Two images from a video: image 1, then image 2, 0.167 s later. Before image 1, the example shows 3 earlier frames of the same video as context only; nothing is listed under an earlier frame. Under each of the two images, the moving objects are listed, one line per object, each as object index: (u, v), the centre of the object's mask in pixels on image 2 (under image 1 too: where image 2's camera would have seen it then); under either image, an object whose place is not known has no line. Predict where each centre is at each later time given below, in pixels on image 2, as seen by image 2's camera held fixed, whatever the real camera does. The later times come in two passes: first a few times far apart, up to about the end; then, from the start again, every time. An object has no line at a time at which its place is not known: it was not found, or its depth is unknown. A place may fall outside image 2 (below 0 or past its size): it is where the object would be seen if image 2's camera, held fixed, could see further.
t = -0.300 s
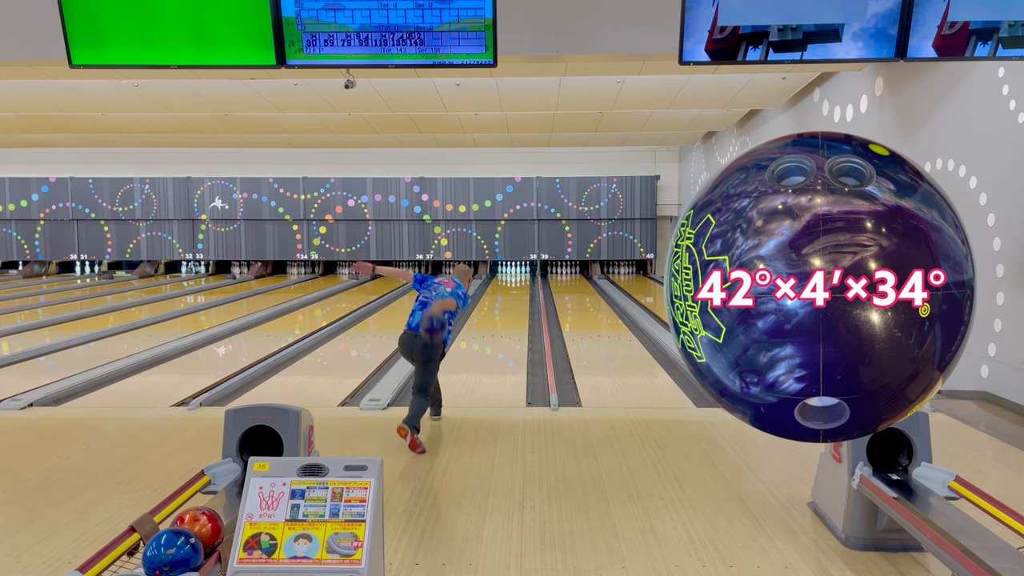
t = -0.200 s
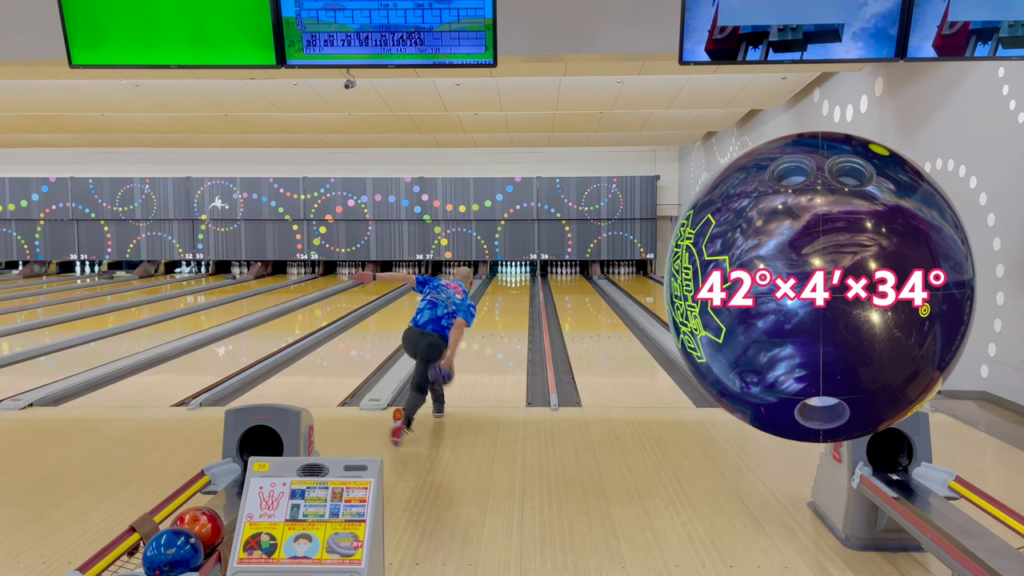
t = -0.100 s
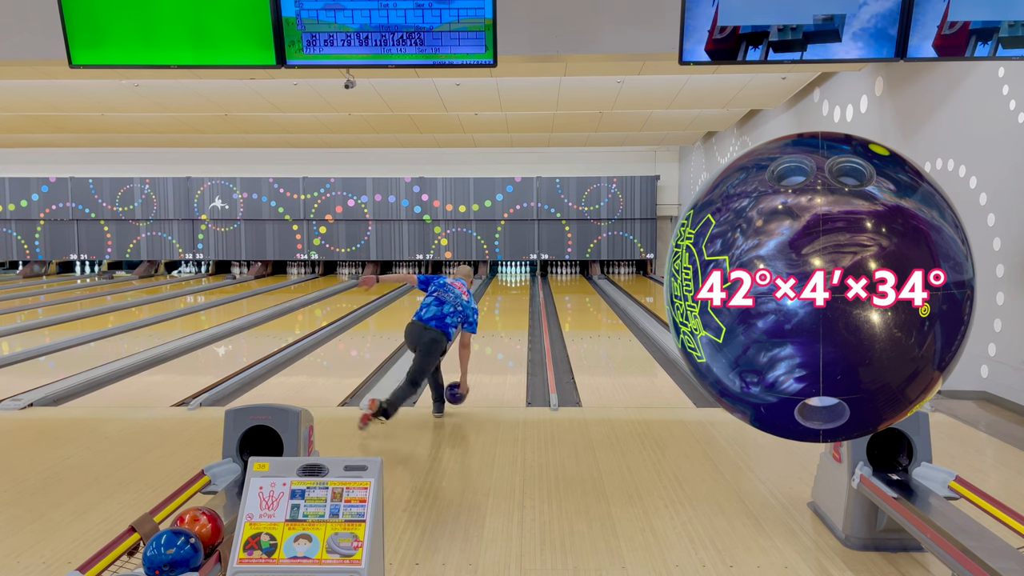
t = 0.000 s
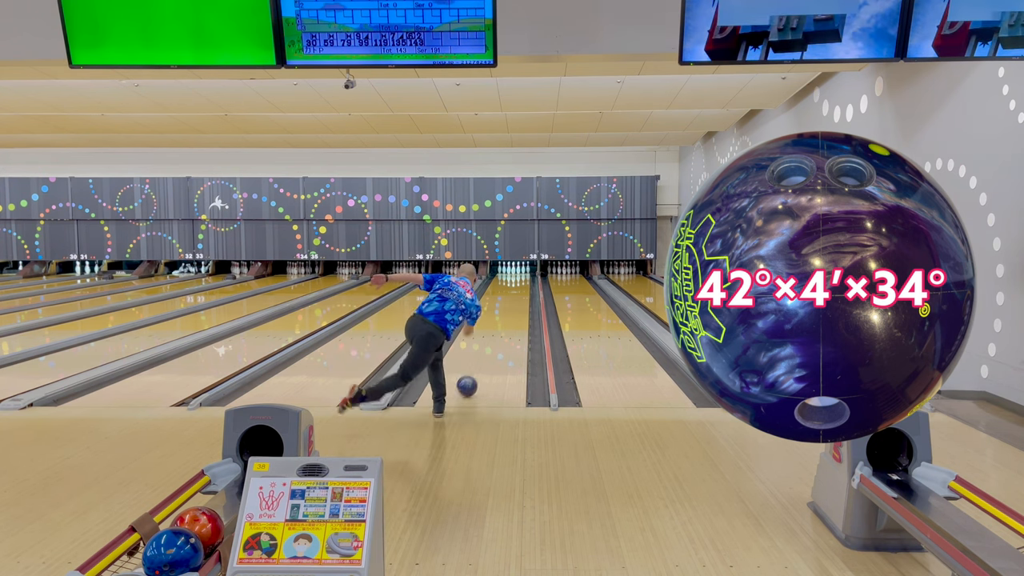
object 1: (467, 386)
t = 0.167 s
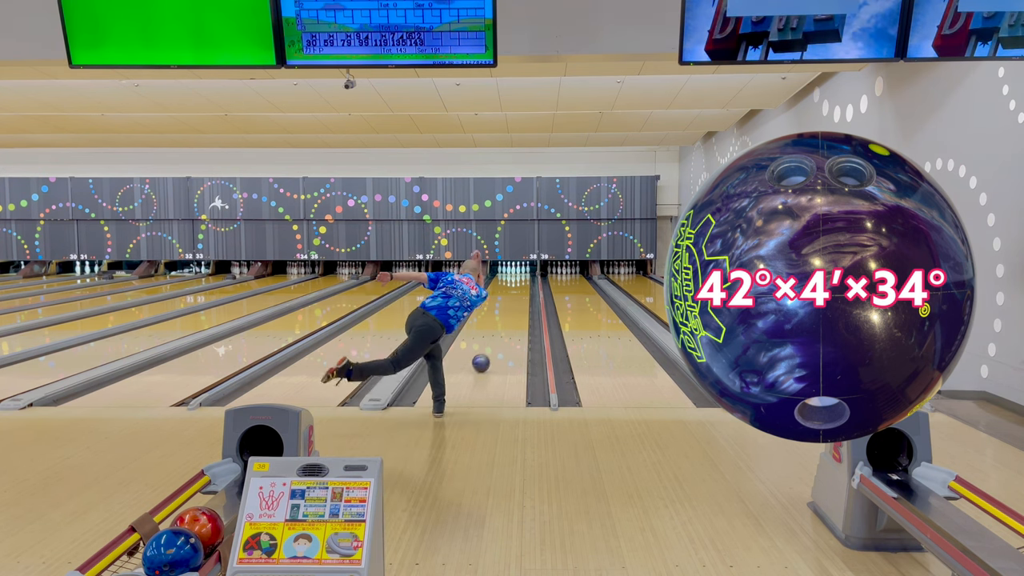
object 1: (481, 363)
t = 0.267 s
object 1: (487, 352)
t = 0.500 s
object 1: (499, 332)
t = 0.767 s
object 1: (508, 315)
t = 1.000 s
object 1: (514, 305)
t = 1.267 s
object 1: (518, 295)
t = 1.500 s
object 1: (520, 288)
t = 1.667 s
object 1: (521, 284)
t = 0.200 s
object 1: (483, 359)
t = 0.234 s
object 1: (485, 355)
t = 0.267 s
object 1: (487, 352)
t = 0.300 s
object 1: (489, 348)
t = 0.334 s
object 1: (491, 345)
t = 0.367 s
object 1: (493, 342)
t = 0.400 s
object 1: (494, 339)
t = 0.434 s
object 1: (496, 337)
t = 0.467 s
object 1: (497, 334)
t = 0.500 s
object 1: (499, 332)
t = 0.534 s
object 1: (500, 330)
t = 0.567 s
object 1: (502, 327)
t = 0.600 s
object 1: (503, 325)
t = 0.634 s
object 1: (504, 323)
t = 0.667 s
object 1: (505, 321)
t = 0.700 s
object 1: (506, 319)
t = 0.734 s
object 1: (507, 317)
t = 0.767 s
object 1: (508, 315)
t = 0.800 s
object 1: (509, 314)
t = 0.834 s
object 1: (510, 312)
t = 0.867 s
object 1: (511, 310)
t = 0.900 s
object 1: (511, 309)
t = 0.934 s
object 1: (512, 307)
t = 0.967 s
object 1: (513, 306)
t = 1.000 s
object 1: (514, 305)
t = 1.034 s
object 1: (514, 303)
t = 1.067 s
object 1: (515, 302)
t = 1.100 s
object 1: (515, 301)
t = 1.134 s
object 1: (516, 299)
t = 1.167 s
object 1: (517, 298)
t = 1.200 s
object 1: (517, 297)
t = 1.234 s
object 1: (518, 296)
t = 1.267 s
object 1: (518, 295)
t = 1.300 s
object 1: (518, 294)
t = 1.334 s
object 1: (519, 293)
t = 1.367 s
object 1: (519, 292)
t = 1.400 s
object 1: (520, 291)
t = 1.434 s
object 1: (520, 290)
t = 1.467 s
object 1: (520, 289)
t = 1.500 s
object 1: (520, 288)
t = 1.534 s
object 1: (521, 287)
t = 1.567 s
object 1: (521, 286)
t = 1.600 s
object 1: (521, 286)
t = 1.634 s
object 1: (521, 285)
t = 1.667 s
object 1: (521, 284)
